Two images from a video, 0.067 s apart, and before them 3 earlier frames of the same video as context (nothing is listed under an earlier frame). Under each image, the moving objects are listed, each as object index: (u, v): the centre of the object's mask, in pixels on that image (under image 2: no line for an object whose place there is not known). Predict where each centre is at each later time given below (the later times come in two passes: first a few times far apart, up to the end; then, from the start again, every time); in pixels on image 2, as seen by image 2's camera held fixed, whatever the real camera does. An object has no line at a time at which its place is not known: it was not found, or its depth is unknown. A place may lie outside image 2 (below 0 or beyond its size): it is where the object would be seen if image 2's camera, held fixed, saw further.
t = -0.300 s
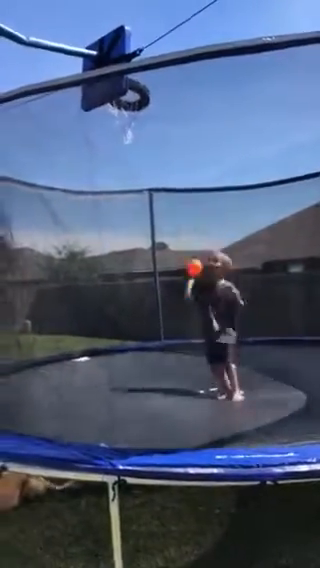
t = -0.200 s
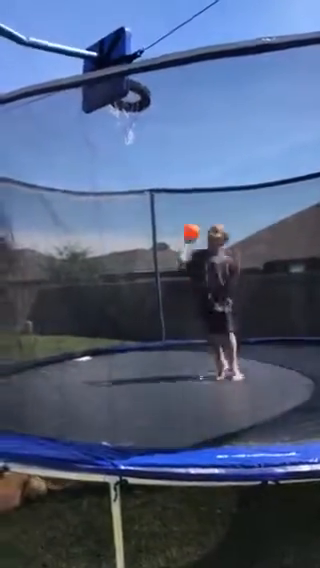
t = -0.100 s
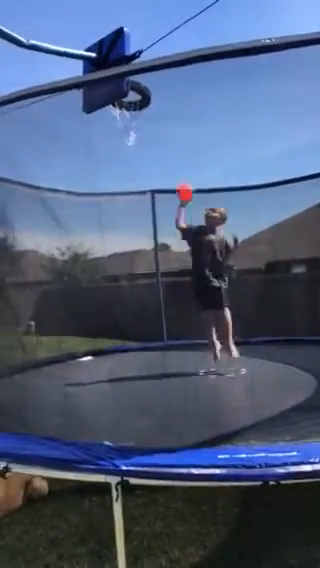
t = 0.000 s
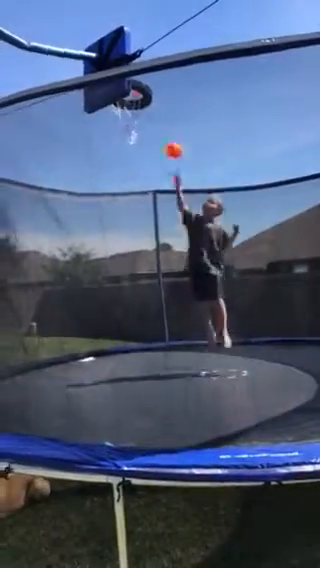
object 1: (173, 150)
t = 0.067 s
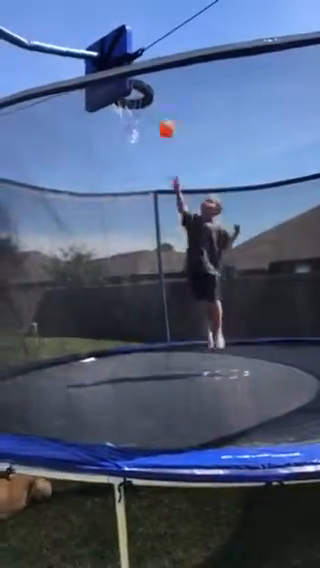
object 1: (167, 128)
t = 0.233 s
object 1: (137, 93)
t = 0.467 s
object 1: (123, 102)
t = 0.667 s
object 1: (111, 141)
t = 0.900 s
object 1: (108, 232)
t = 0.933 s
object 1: (109, 252)
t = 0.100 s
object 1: (162, 119)
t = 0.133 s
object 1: (156, 112)
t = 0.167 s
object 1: (152, 109)
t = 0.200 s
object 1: (152, 109)
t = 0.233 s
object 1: (137, 93)
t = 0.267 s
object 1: (136, 93)
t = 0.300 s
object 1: (134, 95)
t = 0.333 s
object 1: (132, 96)
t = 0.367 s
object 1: (131, 98)
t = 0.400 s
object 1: (127, 99)
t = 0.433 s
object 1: (125, 101)
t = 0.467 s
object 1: (123, 102)
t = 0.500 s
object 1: (121, 104)
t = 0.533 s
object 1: (117, 108)
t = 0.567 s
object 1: (115, 117)
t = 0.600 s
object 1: (113, 127)
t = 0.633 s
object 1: (112, 134)
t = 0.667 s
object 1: (111, 141)
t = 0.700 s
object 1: (111, 147)
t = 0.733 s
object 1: (110, 157)
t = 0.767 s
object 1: (109, 168)
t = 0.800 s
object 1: (109, 183)
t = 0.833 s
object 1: (109, 197)
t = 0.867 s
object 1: (109, 214)
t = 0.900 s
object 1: (108, 232)
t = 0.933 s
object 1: (109, 252)
